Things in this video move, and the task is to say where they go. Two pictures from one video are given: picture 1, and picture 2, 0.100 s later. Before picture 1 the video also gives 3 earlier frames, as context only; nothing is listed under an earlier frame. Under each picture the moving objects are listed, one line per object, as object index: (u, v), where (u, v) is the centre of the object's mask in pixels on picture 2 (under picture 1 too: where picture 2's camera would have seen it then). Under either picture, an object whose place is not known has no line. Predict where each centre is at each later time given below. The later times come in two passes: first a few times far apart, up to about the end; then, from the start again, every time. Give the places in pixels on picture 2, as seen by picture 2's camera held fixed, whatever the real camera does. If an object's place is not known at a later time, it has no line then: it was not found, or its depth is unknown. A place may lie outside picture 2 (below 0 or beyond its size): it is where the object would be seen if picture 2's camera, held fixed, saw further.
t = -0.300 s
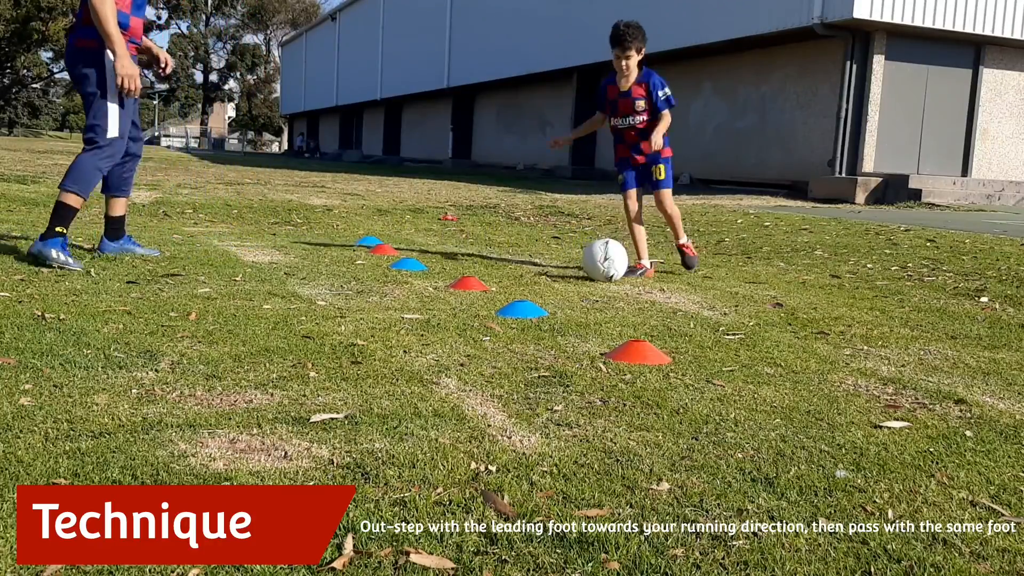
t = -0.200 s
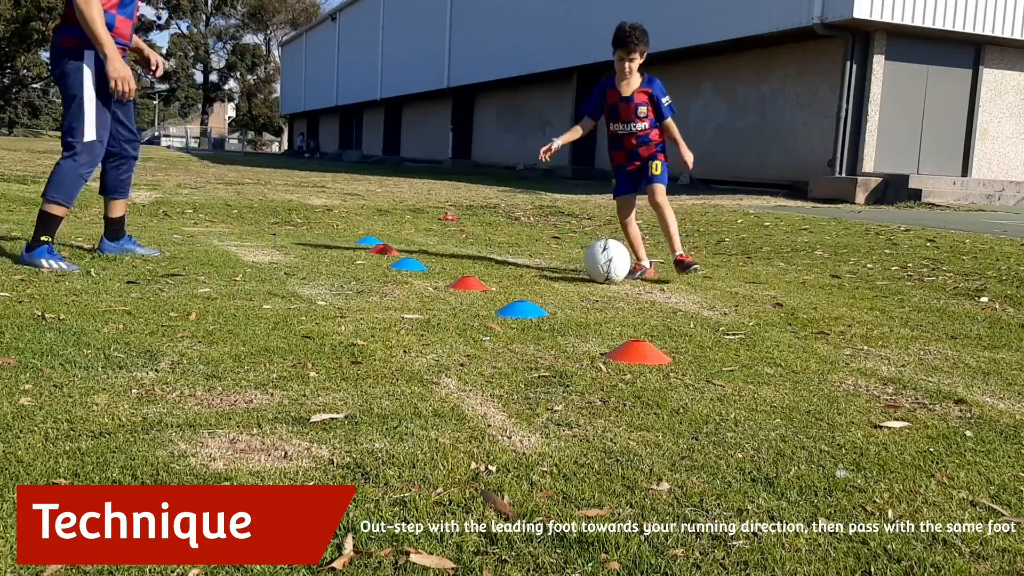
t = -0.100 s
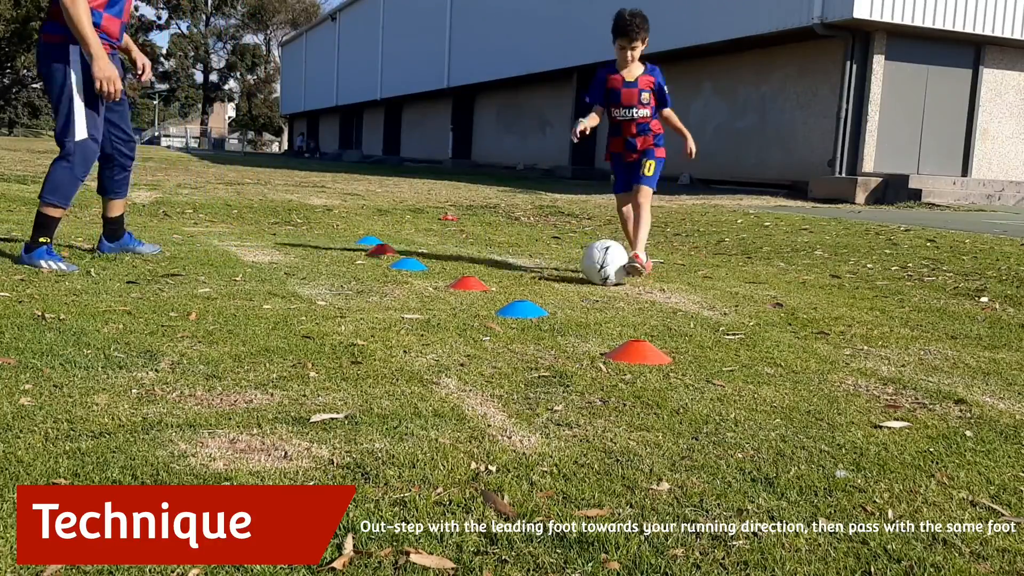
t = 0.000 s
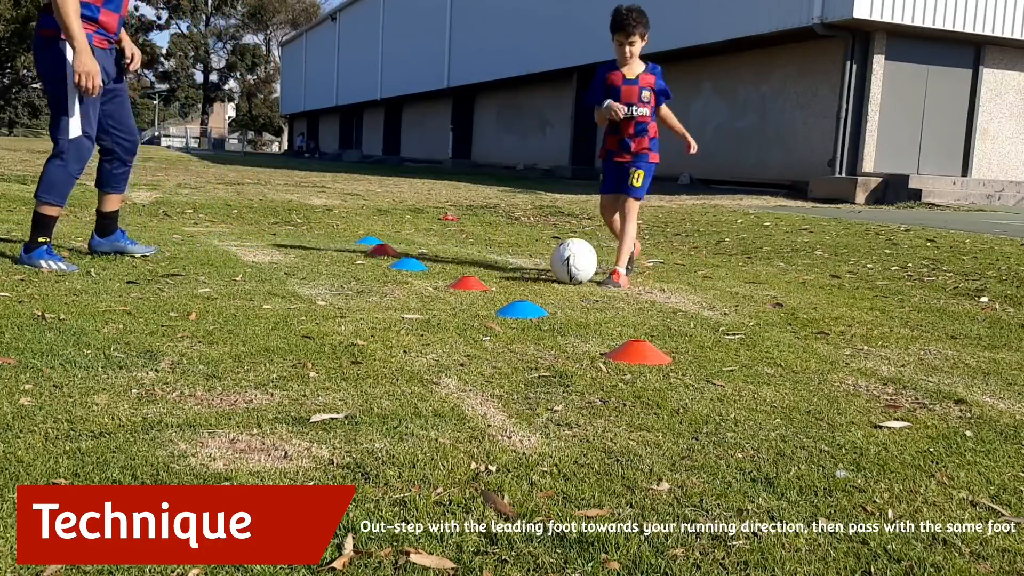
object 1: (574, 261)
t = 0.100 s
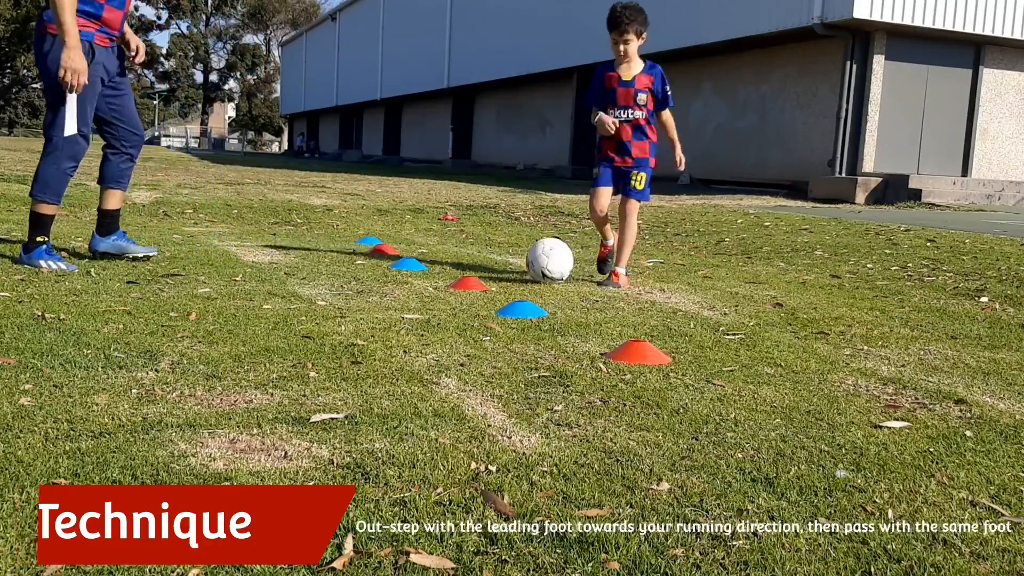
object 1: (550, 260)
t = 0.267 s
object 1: (512, 261)
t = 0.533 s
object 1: (455, 260)
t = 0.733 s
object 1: (420, 259)
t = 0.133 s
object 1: (542, 261)
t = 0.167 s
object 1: (534, 261)
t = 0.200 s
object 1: (527, 261)
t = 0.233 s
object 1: (519, 261)
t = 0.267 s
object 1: (512, 261)
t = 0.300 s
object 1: (504, 261)
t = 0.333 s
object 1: (497, 261)
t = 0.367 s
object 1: (490, 260)
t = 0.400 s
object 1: (483, 260)
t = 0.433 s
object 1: (476, 259)
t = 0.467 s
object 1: (469, 258)
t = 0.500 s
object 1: (462, 258)
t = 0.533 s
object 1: (455, 260)
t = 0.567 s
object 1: (449, 260)
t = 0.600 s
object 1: (443, 260)
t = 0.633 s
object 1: (437, 259)
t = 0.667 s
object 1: (431, 259)
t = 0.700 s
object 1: (425, 259)
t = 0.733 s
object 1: (420, 259)
